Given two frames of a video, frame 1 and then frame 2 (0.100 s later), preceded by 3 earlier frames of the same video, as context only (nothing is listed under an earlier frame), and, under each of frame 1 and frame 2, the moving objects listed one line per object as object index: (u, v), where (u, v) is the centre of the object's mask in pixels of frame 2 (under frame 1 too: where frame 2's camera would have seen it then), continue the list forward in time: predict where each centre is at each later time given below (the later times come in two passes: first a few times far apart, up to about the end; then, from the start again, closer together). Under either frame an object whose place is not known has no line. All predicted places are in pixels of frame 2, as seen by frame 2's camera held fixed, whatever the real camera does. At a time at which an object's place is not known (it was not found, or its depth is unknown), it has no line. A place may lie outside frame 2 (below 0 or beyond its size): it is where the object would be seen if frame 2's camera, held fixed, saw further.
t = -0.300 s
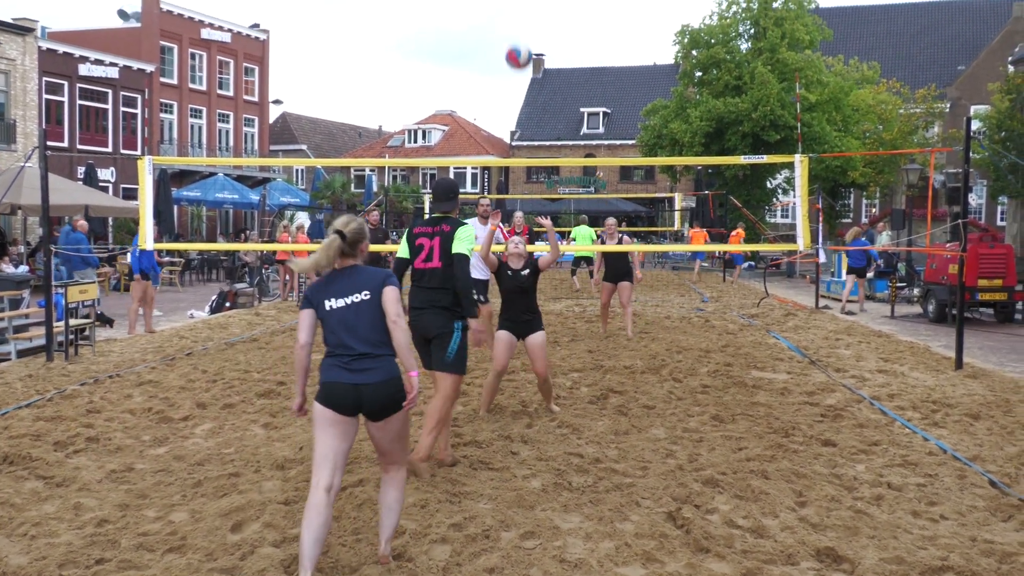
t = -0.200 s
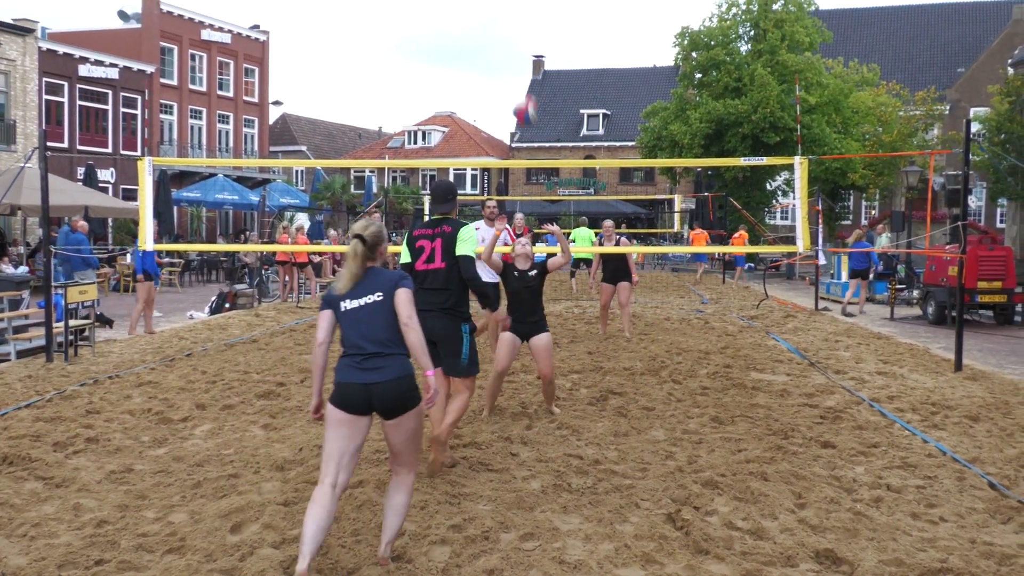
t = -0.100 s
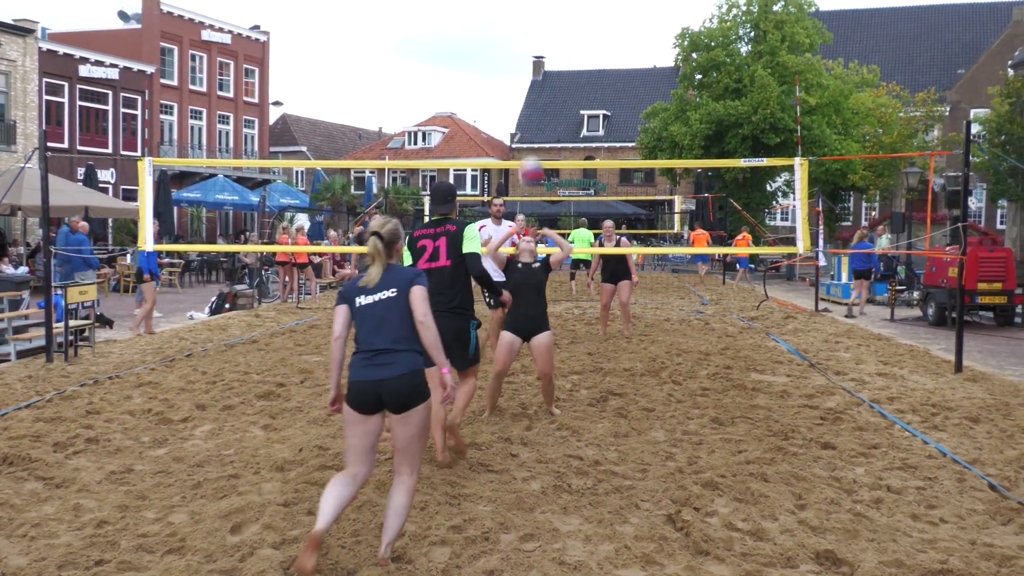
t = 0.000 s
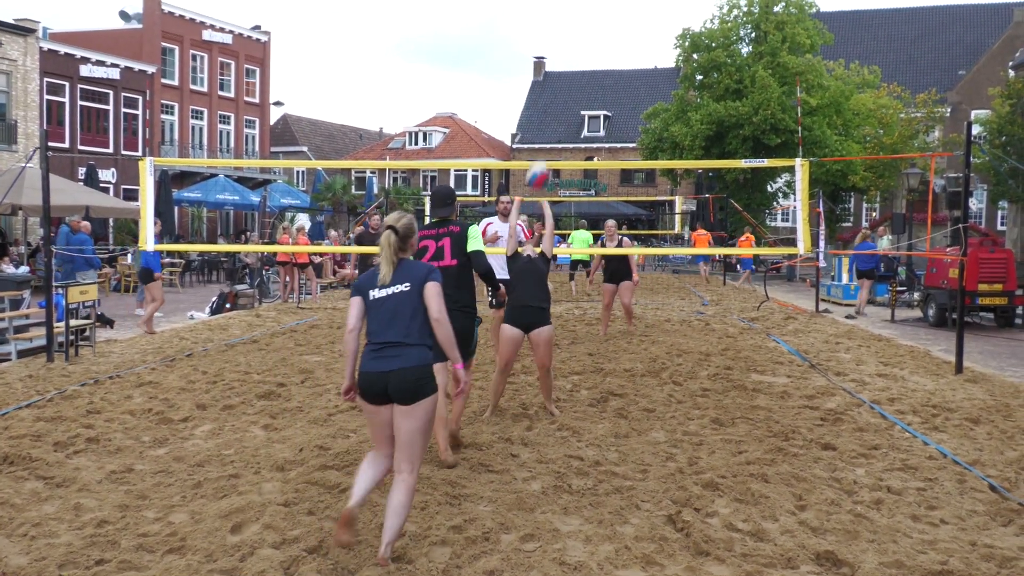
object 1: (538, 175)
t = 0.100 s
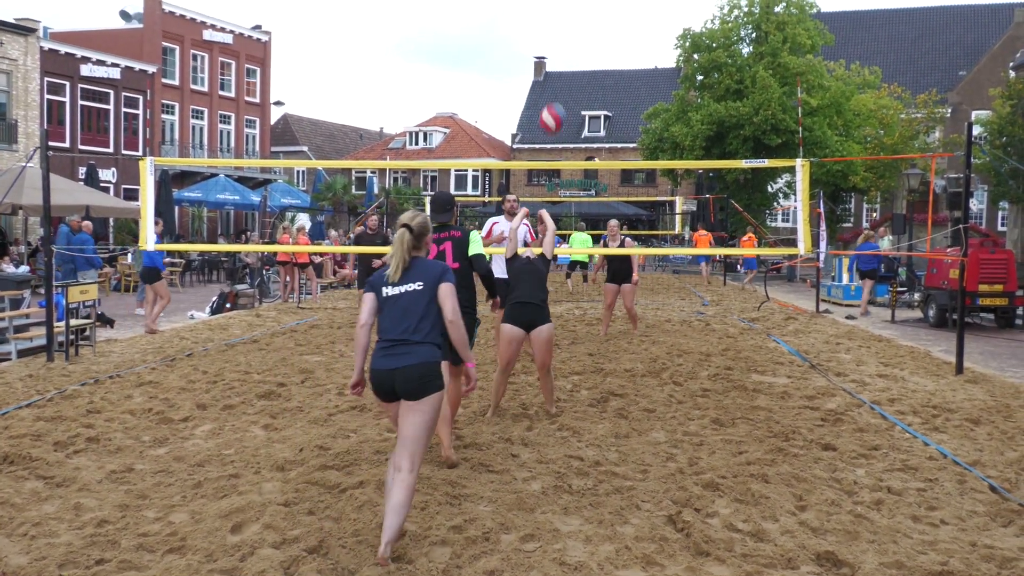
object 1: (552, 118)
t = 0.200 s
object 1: (564, 77)
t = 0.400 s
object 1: (586, 24)
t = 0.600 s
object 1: (606, 21)
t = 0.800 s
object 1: (624, 66)
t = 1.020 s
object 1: (642, 169)
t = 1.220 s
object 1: (655, 306)
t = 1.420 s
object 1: (654, 381)
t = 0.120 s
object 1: (554, 109)
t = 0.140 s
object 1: (557, 100)
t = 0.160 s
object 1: (559, 91)
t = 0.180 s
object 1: (561, 82)
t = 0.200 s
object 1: (564, 77)
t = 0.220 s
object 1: (566, 69)
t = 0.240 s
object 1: (568, 62)
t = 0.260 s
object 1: (571, 55)
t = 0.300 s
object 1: (575, 44)
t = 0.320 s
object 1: (577, 39)
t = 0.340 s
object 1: (579, 35)
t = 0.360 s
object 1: (581, 31)
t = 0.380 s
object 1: (584, 27)
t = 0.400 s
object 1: (586, 24)
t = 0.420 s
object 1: (588, 22)
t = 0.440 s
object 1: (590, 19)
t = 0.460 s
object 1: (592, 18)
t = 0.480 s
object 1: (594, 17)
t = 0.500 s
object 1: (596, 16)
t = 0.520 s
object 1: (598, 16)
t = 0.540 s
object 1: (600, 17)
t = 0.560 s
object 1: (602, 18)
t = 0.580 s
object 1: (604, 19)
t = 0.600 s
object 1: (606, 21)
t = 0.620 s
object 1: (608, 23)
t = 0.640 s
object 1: (610, 26)
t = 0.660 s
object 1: (612, 29)
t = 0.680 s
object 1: (613, 33)
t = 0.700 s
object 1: (615, 37)
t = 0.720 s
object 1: (617, 42)
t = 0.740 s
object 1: (619, 47)
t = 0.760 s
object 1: (620, 52)
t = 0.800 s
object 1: (624, 66)
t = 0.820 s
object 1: (626, 74)
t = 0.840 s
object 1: (628, 80)
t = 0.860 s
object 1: (629, 87)
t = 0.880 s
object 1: (631, 95)
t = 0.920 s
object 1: (634, 112)
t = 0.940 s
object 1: (636, 123)
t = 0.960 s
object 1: (638, 132)
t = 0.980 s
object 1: (640, 145)
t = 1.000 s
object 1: (640, 155)
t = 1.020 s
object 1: (642, 169)
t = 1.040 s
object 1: (643, 179)
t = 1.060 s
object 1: (645, 191)
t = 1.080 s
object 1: (646, 206)
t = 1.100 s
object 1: (648, 217)
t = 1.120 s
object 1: (649, 231)
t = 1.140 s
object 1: (650, 245)
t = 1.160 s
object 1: (652, 262)
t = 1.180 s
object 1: (653, 274)
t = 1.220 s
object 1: (655, 306)
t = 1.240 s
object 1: (656, 323)
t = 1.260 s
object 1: (657, 339)
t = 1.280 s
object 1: (658, 357)
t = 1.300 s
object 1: (658, 374)
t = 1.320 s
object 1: (659, 390)
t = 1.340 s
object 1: (658, 394)
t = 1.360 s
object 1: (657, 390)
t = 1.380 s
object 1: (657, 386)
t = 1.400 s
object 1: (656, 384)
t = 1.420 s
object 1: (654, 381)
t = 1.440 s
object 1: (654, 379)
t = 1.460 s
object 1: (652, 377)
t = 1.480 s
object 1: (651, 376)
